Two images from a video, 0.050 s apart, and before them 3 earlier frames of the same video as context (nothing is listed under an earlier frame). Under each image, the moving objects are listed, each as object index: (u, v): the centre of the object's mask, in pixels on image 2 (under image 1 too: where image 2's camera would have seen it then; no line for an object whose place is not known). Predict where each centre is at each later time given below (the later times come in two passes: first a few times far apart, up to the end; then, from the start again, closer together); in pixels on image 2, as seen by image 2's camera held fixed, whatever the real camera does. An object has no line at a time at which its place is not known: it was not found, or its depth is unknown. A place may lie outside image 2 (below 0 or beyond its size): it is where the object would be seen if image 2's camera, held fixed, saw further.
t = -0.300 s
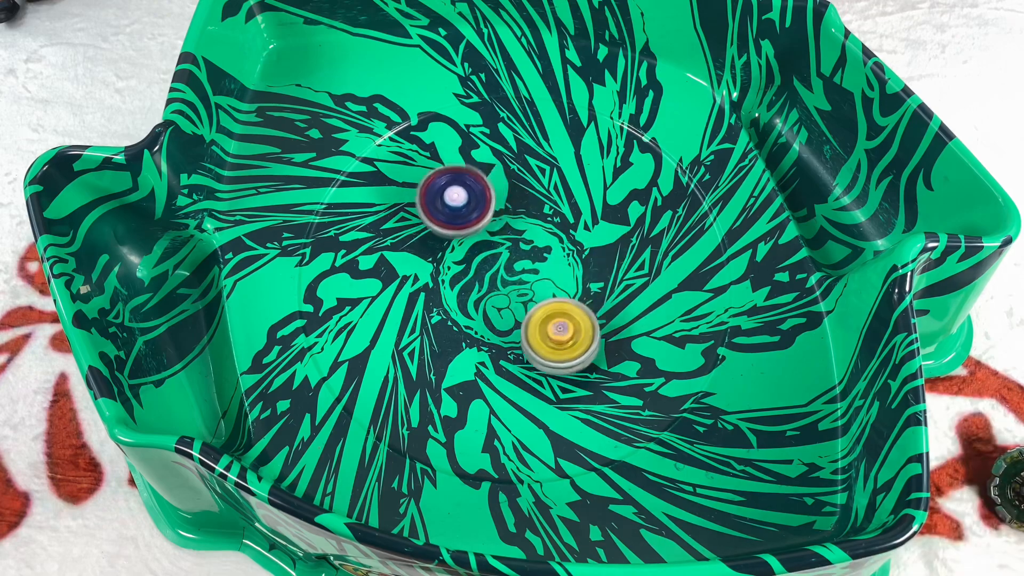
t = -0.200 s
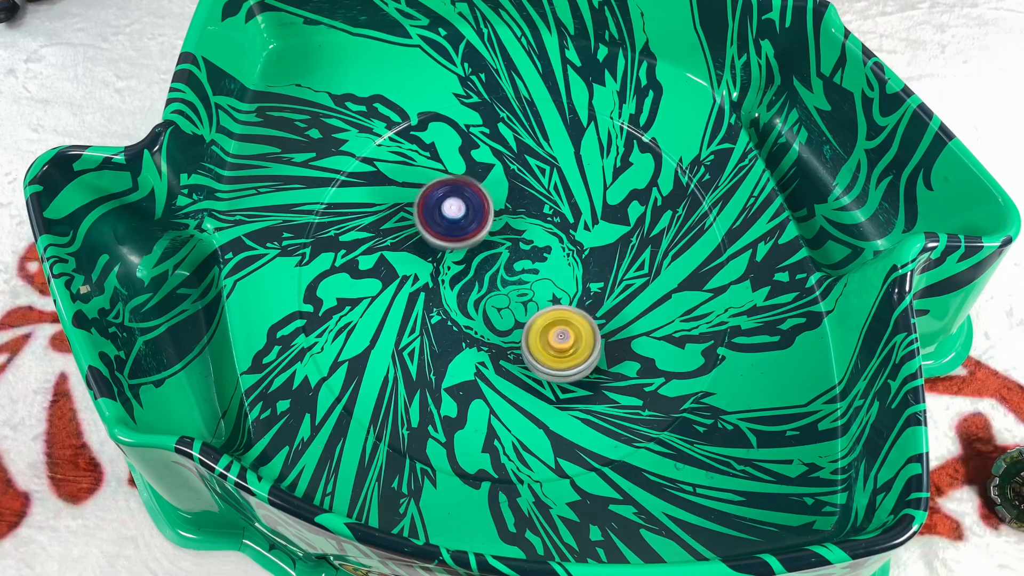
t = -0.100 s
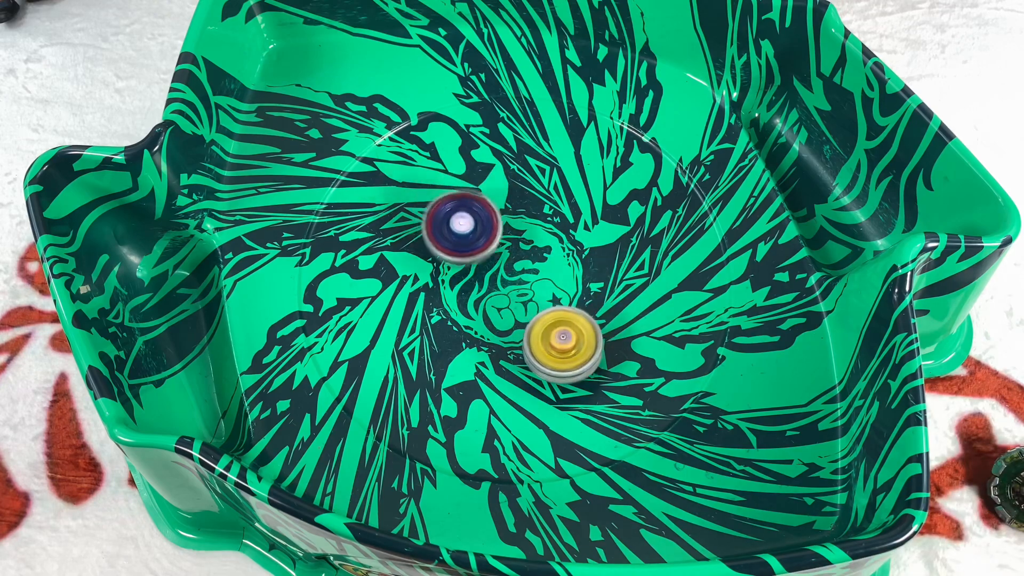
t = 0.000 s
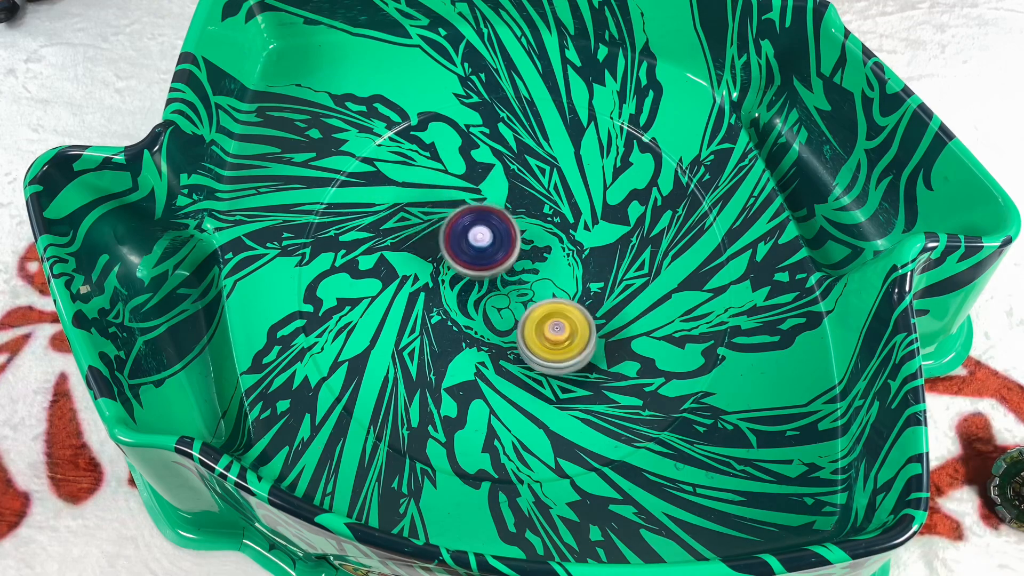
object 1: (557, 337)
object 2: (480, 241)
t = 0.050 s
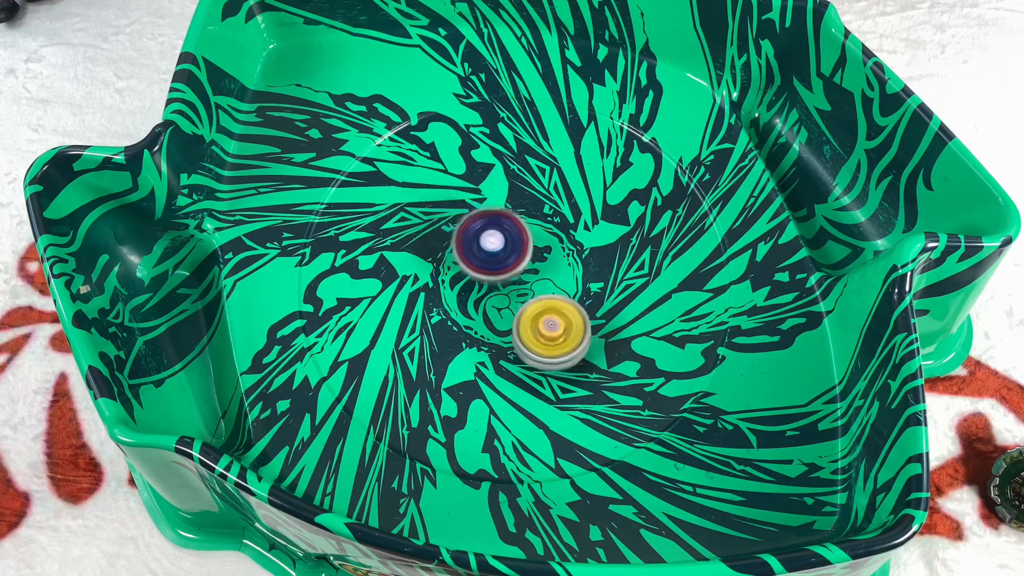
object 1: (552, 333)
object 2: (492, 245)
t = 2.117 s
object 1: (475, 222)
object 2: (550, 265)
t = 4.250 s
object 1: (563, 293)
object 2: (465, 275)
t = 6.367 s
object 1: (504, 286)
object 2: (538, 210)
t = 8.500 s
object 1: (512, 223)
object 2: (515, 319)
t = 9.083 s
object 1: (554, 245)
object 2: (479, 303)
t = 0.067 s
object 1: (549, 332)
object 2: (496, 246)
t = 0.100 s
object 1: (545, 329)
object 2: (505, 247)
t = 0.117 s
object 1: (542, 328)
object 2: (509, 247)
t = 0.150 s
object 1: (535, 326)
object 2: (518, 247)
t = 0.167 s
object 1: (532, 325)
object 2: (522, 247)
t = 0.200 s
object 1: (526, 324)
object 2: (530, 245)
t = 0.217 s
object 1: (523, 323)
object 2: (535, 244)
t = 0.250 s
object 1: (515, 322)
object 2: (542, 241)
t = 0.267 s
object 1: (511, 322)
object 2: (546, 240)
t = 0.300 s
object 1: (504, 322)
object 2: (552, 235)
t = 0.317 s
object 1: (501, 322)
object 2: (555, 233)
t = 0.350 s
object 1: (494, 322)
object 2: (560, 229)
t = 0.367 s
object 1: (491, 322)
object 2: (562, 226)
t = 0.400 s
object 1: (486, 323)
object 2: (566, 222)
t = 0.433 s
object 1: (480, 324)
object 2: (568, 218)
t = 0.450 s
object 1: (477, 325)
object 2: (568, 215)
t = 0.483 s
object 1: (472, 326)
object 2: (568, 211)
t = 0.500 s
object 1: (469, 326)
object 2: (568, 209)
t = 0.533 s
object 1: (464, 327)
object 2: (567, 205)
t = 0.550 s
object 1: (462, 327)
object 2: (566, 204)
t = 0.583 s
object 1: (459, 328)
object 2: (564, 201)
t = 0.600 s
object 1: (457, 328)
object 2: (563, 200)
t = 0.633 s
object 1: (454, 328)
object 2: (559, 198)
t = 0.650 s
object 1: (452, 328)
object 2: (558, 197)
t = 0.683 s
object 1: (448, 328)
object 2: (554, 197)
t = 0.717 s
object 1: (446, 329)
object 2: (550, 197)
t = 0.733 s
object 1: (445, 329)
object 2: (548, 197)
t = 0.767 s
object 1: (443, 329)
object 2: (544, 199)
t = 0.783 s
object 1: (442, 329)
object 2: (542, 200)
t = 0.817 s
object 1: (442, 330)
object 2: (538, 202)
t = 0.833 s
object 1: (441, 330)
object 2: (536, 204)
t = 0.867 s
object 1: (442, 330)
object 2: (533, 208)
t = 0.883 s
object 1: (442, 330)
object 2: (531, 210)
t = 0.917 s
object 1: (444, 328)
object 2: (527, 215)
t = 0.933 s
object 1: (445, 327)
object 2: (526, 218)
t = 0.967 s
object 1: (448, 325)
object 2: (524, 224)
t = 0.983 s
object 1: (450, 322)
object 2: (523, 227)
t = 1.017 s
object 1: (453, 318)
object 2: (522, 234)
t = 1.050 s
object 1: (456, 313)
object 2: (522, 241)
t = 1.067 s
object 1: (457, 310)
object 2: (523, 244)
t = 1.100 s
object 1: (460, 303)
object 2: (524, 251)
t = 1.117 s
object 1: (460, 301)
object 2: (527, 254)
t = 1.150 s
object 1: (456, 298)
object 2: (535, 258)
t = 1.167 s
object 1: (455, 295)
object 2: (539, 260)
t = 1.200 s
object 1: (452, 291)
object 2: (545, 264)
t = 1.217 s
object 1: (451, 289)
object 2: (548, 265)
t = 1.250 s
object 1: (448, 285)
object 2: (554, 267)
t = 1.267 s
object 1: (447, 283)
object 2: (556, 268)
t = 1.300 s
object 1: (445, 280)
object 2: (562, 270)
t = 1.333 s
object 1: (442, 276)
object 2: (568, 270)
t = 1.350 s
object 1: (441, 275)
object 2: (570, 270)
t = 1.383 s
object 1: (439, 272)
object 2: (575, 270)
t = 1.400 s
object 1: (437, 270)
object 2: (577, 270)
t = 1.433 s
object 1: (435, 268)
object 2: (580, 269)
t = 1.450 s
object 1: (434, 267)
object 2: (582, 269)
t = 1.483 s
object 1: (432, 265)
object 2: (584, 268)
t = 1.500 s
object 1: (432, 264)
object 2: (585, 267)
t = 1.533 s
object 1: (431, 262)
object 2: (587, 266)
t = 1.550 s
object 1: (431, 261)
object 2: (587, 265)
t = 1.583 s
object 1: (430, 259)
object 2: (588, 264)
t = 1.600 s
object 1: (430, 259)
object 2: (588, 264)
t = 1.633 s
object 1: (431, 257)
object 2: (588, 263)
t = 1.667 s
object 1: (432, 257)
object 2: (588, 262)
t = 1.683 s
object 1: (433, 256)
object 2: (588, 262)
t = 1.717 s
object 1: (435, 255)
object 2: (587, 261)
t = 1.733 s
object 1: (437, 254)
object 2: (586, 261)
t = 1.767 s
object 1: (440, 253)
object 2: (585, 261)
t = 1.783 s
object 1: (441, 253)
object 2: (585, 261)
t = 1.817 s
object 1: (444, 251)
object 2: (583, 260)
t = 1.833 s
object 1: (447, 250)
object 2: (582, 260)
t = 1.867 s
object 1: (450, 248)
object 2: (580, 260)
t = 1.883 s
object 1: (452, 246)
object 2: (579, 259)
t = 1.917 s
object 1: (457, 243)
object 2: (576, 260)
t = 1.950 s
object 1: (460, 240)
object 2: (572, 259)
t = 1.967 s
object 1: (462, 239)
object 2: (571, 259)
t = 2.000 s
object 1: (466, 235)
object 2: (567, 260)
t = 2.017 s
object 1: (467, 234)
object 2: (564, 260)
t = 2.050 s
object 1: (470, 230)
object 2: (560, 261)
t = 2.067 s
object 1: (472, 228)
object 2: (557, 262)
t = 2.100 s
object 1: (474, 224)
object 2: (552, 263)
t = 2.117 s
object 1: (475, 222)
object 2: (550, 265)
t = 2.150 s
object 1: (477, 218)
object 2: (545, 267)
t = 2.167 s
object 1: (478, 216)
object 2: (542, 269)
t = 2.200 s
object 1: (480, 213)
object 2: (537, 273)
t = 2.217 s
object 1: (481, 211)
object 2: (535, 274)
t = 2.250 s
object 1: (482, 208)
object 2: (530, 279)
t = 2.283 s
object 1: (483, 205)
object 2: (526, 283)
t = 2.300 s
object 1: (483, 205)
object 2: (524, 286)
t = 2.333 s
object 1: (484, 203)
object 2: (521, 290)
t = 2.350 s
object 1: (484, 202)
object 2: (520, 293)
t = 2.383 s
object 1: (484, 202)
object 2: (518, 298)
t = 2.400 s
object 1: (485, 202)
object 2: (518, 301)
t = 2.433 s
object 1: (485, 202)
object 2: (517, 305)
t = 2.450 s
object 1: (486, 202)
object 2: (516, 308)
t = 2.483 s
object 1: (487, 203)
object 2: (517, 313)
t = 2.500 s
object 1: (488, 204)
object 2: (517, 316)
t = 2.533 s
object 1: (490, 205)
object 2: (518, 319)
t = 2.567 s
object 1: (493, 207)
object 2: (518, 323)
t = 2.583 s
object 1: (494, 209)
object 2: (519, 325)
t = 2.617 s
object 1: (498, 211)
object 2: (521, 328)
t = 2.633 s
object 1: (500, 212)
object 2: (522, 329)
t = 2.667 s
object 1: (504, 215)
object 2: (524, 332)
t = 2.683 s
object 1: (506, 216)
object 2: (525, 332)
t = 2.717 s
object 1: (511, 218)
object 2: (527, 333)
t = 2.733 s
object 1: (514, 219)
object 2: (529, 334)
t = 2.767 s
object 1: (519, 221)
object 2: (531, 334)
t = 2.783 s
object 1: (522, 222)
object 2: (533, 333)
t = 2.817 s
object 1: (528, 223)
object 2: (535, 333)
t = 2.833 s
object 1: (531, 223)
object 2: (536, 332)
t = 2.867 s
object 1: (537, 223)
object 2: (538, 330)
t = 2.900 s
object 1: (542, 223)
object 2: (540, 327)
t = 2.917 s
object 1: (544, 222)
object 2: (540, 326)
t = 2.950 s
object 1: (548, 221)
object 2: (541, 323)
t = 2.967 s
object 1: (550, 220)
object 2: (541, 321)
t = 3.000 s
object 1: (554, 219)
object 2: (540, 317)
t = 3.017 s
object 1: (555, 219)
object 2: (539, 315)
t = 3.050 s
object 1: (558, 218)
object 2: (537, 311)
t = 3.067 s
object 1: (559, 218)
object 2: (536, 308)
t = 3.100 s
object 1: (561, 218)
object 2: (533, 305)
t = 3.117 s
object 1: (561, 218)
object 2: (532, 303)
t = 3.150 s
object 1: (562, 218)
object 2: (528, 299)
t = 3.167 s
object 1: (563, 218)
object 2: (526, 297)
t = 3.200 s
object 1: (563, 219)
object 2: (522, 293)
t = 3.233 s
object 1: (563, 220)
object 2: (517, 290)
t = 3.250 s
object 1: (563, 221)
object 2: (515, 288)
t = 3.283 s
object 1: (562, 222)
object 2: (510, 286)
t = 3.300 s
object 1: (562, 223)
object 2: (507, 284)
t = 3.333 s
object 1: (561, 225)
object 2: (502, 282)
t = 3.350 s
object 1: (561, 226)
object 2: (499, 281)
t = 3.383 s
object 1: (559, 230)
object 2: (494, 280)
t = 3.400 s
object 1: (559, 232)
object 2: (492, 279)
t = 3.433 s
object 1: (558, 236)
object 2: (487, 278)
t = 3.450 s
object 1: (557, 239)
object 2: (484, 278)
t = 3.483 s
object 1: (558, 244)
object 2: (479, 278)
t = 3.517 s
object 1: (558, 249)
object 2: (475, 278)
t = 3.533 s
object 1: (558, 252)
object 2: (473, 278)
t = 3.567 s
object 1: (559, 257)
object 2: (469, 279)
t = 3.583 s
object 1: (560, 260)
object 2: (468, 279)
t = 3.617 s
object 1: (562, 265)
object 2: (465, 279)
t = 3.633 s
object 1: (563, 267)
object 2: (463, 279)
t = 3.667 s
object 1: (566, 272)
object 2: (461, 280)
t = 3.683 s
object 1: (567, 274)
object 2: (460, 280)
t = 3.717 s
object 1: (570, 278)
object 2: (458, 281)
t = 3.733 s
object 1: (572, 280)
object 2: (457, 281)
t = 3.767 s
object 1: (575, 284)
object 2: (457, 281)
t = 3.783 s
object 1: (577, 285)
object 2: (456, 281)
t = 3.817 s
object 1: (580, 288)
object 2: (455, 281)
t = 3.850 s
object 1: (583, 290)
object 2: (455, 281)
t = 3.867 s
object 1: (584, 291)
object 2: (455, 281)
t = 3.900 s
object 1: (586, 293)
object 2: (455, 281)
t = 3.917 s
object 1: (587, 293)
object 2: (455, 281)
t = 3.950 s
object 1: (587, 294)
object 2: (455, 281)
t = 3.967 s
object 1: (588, 294)
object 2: (455, 281)
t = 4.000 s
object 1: (588, 293)
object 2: (456, 281)
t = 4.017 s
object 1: (588, 294)
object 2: (456, 281)
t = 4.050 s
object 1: (587, 293)
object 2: (456, 281)
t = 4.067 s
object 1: (585, 293)
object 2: (457, 281)
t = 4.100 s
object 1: (584, 292)
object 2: (458, 280)
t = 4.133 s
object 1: (581, 292)
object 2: (459, 279)
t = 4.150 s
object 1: (579, 292)
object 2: (460, 279)
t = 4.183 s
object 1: (575, 292)
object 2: (462, 277)
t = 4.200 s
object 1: (572, 292)
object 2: (463, 277)
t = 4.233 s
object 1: (566, 292)
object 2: (464, 275)
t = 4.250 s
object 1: (563, 293)
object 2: (465, 275)
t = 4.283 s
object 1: (558, 294)
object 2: (467, 273)
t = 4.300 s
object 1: (555, 295)
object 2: (468, 272)
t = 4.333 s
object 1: (549, 297)
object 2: (470, 270)
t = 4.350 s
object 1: (549, 299)
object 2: (469, 268)
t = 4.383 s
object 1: (551, 303)
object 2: (465, 263)
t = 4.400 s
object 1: (552, 305)
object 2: (464, 261)
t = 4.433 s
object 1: (554, 309)
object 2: (463, 258)
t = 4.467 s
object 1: (557, 312)
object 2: (462, 254)
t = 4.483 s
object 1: (558, 314)
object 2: (461, 253)
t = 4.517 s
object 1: (561, 316)
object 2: (461, 251)
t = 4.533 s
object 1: (562, 316)
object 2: (461, 250)
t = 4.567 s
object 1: (564, 318)
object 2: (460, 248)
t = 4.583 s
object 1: (564, 318)
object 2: (460, 248)
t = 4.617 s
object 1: (566, 317)
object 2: (460, 246)
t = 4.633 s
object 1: (566, 317)
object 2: (460, 245)
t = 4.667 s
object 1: (566, 316)
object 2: (460, 244)
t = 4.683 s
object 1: (566, 315)
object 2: (461, 243)
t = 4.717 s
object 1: (565, 313)
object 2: (461, 242)
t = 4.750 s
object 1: (563, 311)
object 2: (461, 241)
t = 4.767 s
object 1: (562, 310)
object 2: (461, 240)
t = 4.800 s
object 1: (558, 306)
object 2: (462, 240)
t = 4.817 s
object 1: (556, 305)
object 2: (463, 239)
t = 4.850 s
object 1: (551, 302)
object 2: (463, 239)
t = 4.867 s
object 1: (548, 301)
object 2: (464, 238)
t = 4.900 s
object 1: (543, 299)
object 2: (465, 238)
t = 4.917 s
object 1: (540, 298)
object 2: (466, 238)
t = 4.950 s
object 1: (533, 297)
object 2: (467, 237)
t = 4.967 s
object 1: (530, 297)
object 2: (468, 237)
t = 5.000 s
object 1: (522, 297)
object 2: (469, 236)
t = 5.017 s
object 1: (519, 297)
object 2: (470, 236)
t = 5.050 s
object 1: (514, 300)
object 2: (471, 233)
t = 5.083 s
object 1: (510, 303)
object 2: (472, 230)
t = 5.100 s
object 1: (507, 305)
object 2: (472, 229)
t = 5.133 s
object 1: (504, 310)
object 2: (473, 227)
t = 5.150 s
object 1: (502, 311)
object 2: (473, 226)
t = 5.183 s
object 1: (500, 316)
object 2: (474, 224)
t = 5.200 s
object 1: (499, 317)
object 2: (475, 223)
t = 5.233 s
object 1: (498, 321)
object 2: (476, 221)
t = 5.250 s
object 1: (497, 323)
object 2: (476, 220)
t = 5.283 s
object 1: (497, 327)
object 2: (477, 219)
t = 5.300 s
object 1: (498, 328)
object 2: (478, 218)
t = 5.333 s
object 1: (499, 330)
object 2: (479, 217)
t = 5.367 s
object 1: (501, 331)
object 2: (480, 216)
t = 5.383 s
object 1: (502, 331)
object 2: (481, 215)
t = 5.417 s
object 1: (505, 330)
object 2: (482, 215)
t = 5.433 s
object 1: (506, 330)
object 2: (482, 215)
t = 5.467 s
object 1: (509, 327)
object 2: (484, 215)
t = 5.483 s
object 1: (509, 325)
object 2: (484, 215)
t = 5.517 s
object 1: (511, 321)
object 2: (486, 215)
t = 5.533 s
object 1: (511, 319)
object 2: (486, 215)
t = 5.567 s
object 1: (511, 313)
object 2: (488, 215)
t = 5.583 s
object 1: (510, 311)
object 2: (488, 216)
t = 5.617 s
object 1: (508, 305)
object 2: (490, 216)
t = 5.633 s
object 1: (507, 303)
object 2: (491, 216)
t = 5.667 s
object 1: (504, 298)
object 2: (493, 217)
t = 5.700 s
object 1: (500, 293)
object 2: (495, 218)
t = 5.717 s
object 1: (498, 294)
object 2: (496, 215)
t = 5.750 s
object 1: (495, 300)
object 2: (500, 208)
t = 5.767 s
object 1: (493, 303)
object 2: (501, 205)
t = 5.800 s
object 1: (491, 308)
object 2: (504, 203)
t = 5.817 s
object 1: (491, 310)
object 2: (505, 202)
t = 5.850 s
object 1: (491, 315)
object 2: (507, 201)
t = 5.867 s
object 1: (491, 318)
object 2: (508, 200)
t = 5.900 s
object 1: (492, 322)
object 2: (510, 199)
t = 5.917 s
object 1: (494, 324)
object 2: (510, 199)
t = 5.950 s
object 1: (497, 327)
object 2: (512, 199)
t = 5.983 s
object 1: (501, 328)
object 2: (514, 199)
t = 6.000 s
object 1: (504, 328)
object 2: (514, 199)
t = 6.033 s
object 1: (508, 327)
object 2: (516, 199)
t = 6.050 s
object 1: (510, 327)
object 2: (517, 200)
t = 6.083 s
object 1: (514, 324)
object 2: (519, 201)
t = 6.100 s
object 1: (516, 322)
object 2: (520, 201)
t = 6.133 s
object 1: (518, 317)
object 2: (522, 203)
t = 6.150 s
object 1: (519, 315)
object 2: (523, 203)
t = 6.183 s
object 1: (520, 309)
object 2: (525, 205)
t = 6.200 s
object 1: (520, 307)
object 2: (525, 206)
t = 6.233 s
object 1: (519, 301)
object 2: (527, 207)
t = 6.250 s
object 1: (518, 297)
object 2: (528, 208)
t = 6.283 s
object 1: (516, 291)
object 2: (530, 211)
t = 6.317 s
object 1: (513, 286)
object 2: (532, 213)
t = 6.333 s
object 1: (510, 285)
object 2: (534, 212)
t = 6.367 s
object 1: (504, 286)
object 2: (538, 210)
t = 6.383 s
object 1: (501, 286)
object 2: (539, 209)
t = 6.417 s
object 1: (495, 288)
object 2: (542, 208)
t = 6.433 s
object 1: (493, 288)
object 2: (543, 208)
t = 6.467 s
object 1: (488, 290)
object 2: (545, 208)
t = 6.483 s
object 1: (486, 291)
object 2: (546, 208)
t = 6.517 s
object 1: (482, 294)
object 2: (548, 208)
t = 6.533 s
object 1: (480, 295)
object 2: (548, 208)
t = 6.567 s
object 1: (477, 297)
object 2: (550, 208)
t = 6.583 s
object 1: (476, 299)
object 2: (551, 208)
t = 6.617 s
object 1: (474, 302)
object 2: (552, 209)
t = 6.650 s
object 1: (473, 304)
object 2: (553, 210)
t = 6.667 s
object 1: (473, 305)
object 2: (554, 211)
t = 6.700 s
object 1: (474, 307)
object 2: (555, 212)
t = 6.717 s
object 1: (474, 308)
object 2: (555, 213)
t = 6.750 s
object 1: (476, 309)
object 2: (555, 215)
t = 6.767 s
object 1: (477, 309)
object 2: (556, 216)
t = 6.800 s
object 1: (479, 309)
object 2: (556, 219)
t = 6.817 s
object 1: (481, 309)
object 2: (556, 220)
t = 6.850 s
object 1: (484, 307)
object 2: (556, 223)
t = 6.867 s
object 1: (486, 306)
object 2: (557, 224)
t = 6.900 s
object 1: (489, 303)
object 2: (557, 228)
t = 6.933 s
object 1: (491, 299)
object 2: (557, 231)
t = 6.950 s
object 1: (492, 297)
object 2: (557, 232)
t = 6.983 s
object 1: (494, 293)
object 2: (558, 236)
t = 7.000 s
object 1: (495, 291)
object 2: (558, 237)
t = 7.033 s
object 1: (494, 287)
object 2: (560, 241)
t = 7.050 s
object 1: (493, 285)
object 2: (562, 242)
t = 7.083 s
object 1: (491, 281)
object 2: (564, 244)
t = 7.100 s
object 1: (490, 280)
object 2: (565, 246)
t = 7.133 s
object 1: (487, 276)
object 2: (567, 248)
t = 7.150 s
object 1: (486, 275)
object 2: (568, 250)
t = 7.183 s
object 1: (483, 272)
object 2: (569, 252)
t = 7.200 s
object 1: (481, 270)
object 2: (570, 254)
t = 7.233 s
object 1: (478, 268)
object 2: (572, 256)
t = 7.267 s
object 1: (474, 266)
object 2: (573, 259)
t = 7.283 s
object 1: (473, 265)
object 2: (574, 260)
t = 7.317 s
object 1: (469, 264)
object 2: (575, 262)
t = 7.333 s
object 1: (468, 264)
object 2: (576, 263)
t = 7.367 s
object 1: (465, 263)
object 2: (576, 266)
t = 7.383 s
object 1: (464, 263)
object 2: (577, 267)
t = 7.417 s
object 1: (462, 262)
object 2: (577, 269)
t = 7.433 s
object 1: (461, 262)
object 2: (578, 270)
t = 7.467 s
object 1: (460, 262)
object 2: (578, 272)
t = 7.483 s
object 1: (459, 262)
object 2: (578, 274)
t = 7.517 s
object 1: (459, 263)
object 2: (578, 276)
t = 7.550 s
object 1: (459, 263)
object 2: (578, 278)
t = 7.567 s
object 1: (459, 263)
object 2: (578, 279)
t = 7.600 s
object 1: (460, 263)
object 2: (578, 281)
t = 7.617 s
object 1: (460, 263)
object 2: (578, 282)
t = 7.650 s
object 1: (461, 264)
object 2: (578, 284)
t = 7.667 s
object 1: (462, 264)
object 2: (577, 285)
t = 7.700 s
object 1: (464, 264)
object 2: (576, 287)
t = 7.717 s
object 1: (465, 264)
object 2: (575, 288)
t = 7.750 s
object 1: (467, 264)
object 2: (574, 290)
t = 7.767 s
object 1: (469, 264)
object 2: (573, 291)
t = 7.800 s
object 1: (473, 264)
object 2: (572, 292)
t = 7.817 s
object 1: (474, 263)
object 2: (571, 293)
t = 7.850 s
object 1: (479, 262)
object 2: (569, 294)
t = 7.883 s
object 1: (483, 261)
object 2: (566, 296)
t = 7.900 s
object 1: (485, 260)
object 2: (565, 297)
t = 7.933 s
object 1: (489, 258)
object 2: (563, 298)
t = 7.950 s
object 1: (491, 257)
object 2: (561, 299)
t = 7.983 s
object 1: (495, 254)
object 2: (559, 301)
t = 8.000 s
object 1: (497, 253)
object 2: (557, 301)
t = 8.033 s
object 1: (500, 249)
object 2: (555, 303)
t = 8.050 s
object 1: (502, 248)
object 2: (554, 303)
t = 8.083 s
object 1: (505, 245)
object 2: (551, 304)
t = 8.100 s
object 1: (506, 243)
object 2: (550, 305)
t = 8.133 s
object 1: (508, 240)
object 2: (547, 307)
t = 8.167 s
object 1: (510, 237)
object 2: (544, 308)
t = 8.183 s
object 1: (511, 236)
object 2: (543, 308)
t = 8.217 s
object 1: (512, 233)
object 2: (540, 310)
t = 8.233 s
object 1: (513, 232)
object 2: (539, 310)
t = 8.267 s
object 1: (513, 230)
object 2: (535, 312)
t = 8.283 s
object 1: (514, 229)
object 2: (534, 313)
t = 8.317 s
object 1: (514, 227)
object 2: (531, 314)
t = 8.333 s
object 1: (514, 226)
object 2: (529, 314)
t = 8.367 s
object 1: (514, 225)
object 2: (526, 316)
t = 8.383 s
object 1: (514, 224)
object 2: (525, 317)
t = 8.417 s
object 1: (514, 224)
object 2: (522, 317)
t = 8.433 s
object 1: (514, 224)
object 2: (520, 318)
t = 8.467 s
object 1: (513, 224)
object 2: (518, 319)
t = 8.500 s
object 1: (512, 223)
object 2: (515, 319)
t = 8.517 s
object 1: (512, 223)
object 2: (514, 319)
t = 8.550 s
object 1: (512, 225)
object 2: (511, 320)
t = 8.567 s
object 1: (512, 226)
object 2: (510, 320)
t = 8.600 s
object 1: (512, 228)
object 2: (507, 320)
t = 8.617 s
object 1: (512, 230)
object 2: (506, 320)
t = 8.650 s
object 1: (513, 233)
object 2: (503, 320)
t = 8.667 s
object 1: (514, 235)
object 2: (502, 320)
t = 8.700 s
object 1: (516, 238)
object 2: (500, 320)
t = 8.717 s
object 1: (518, 239)
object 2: (499, 320)
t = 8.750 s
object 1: (521, 242)
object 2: (497, 319)
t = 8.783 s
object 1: (524, 244)
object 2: (495, 319)
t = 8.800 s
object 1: (527, 246)
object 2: (494, 318)
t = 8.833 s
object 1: (530, 248)
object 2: (492, 317)
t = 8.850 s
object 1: (533, 248)
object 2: (491, 317)
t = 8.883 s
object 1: (538, 249)
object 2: (489, 315)
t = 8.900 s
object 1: (540, 249)
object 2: (488, 314)
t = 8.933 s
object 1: (544, 249)
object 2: (486, 312)
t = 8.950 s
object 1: (546, 249)
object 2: (485, 311)
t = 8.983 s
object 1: (549, 248)
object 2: (483, 309)
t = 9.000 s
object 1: (550, 248)
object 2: (483, 308)
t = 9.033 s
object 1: (552, 246)
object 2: (481, 306)
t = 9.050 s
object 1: (553, 246)
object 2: (480, 305)
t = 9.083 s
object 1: (554, 245)
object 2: (479, 303)
